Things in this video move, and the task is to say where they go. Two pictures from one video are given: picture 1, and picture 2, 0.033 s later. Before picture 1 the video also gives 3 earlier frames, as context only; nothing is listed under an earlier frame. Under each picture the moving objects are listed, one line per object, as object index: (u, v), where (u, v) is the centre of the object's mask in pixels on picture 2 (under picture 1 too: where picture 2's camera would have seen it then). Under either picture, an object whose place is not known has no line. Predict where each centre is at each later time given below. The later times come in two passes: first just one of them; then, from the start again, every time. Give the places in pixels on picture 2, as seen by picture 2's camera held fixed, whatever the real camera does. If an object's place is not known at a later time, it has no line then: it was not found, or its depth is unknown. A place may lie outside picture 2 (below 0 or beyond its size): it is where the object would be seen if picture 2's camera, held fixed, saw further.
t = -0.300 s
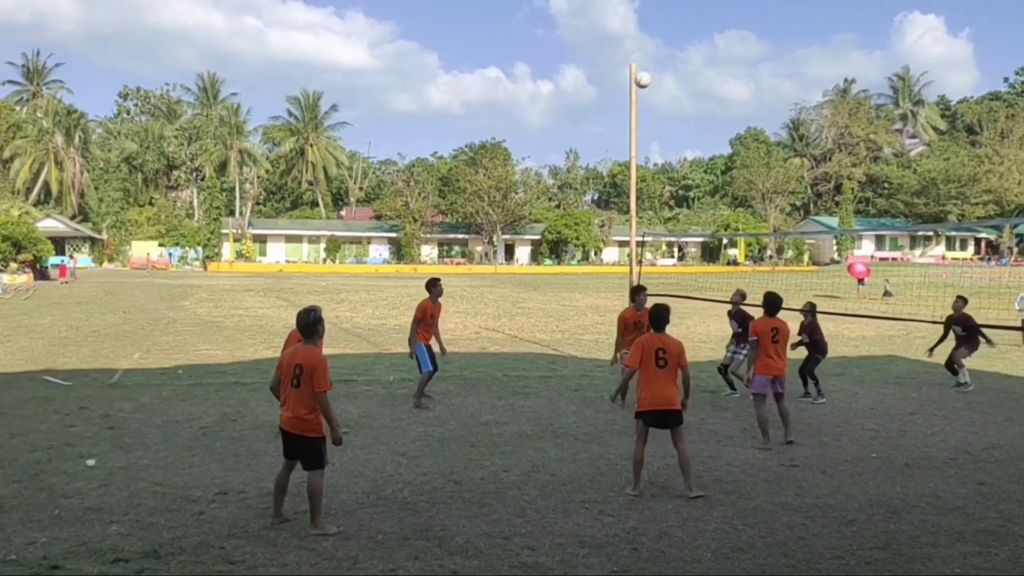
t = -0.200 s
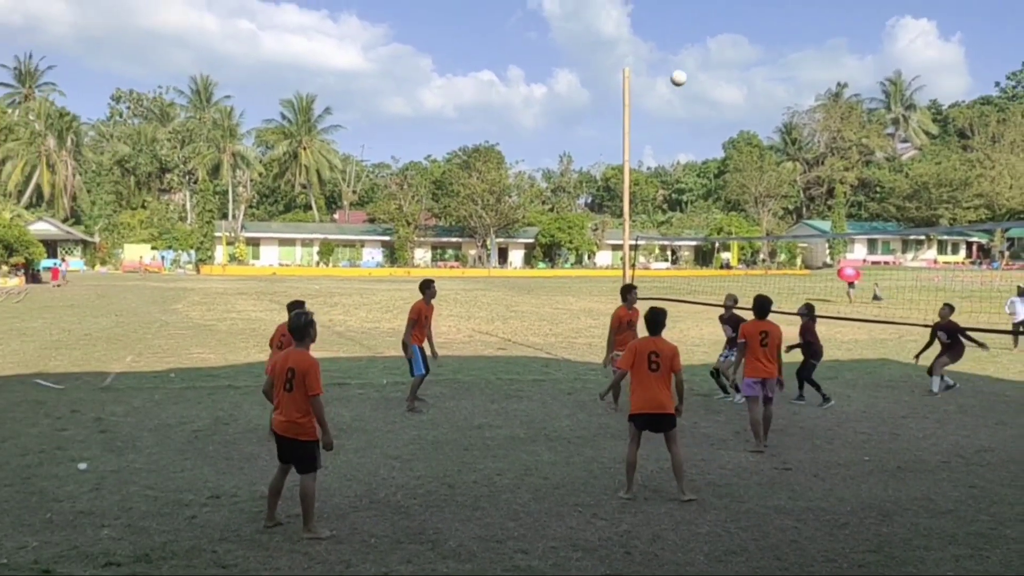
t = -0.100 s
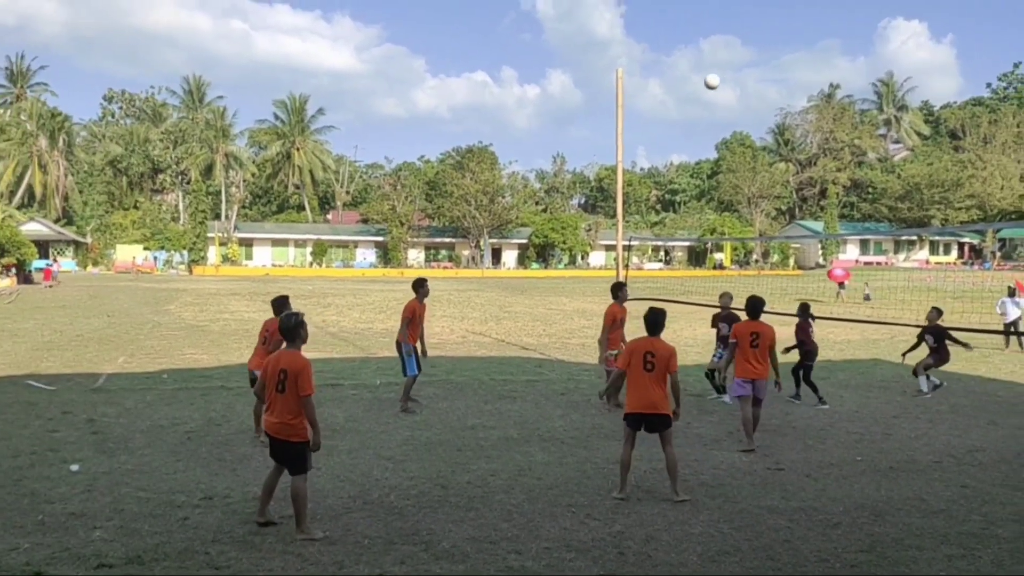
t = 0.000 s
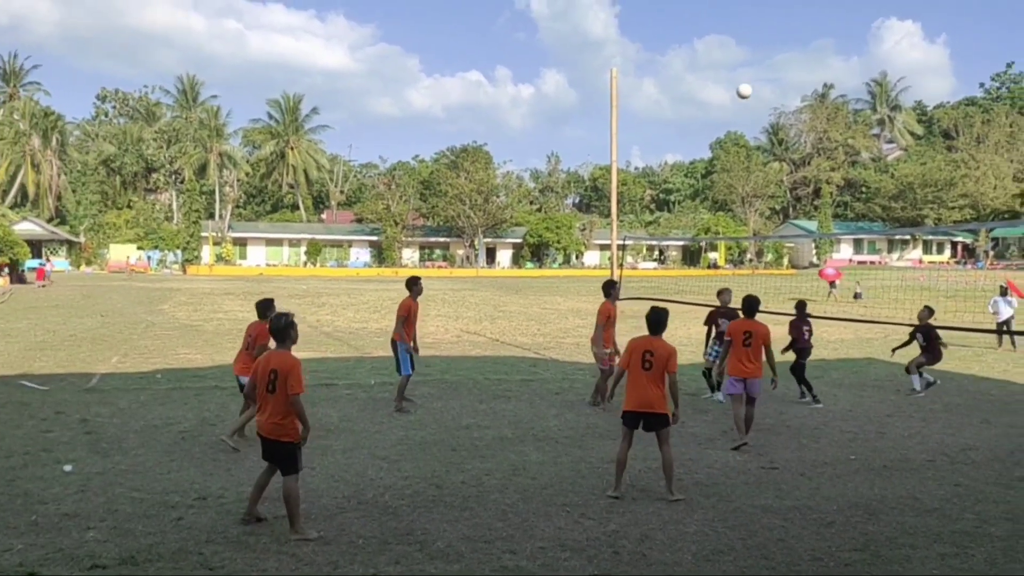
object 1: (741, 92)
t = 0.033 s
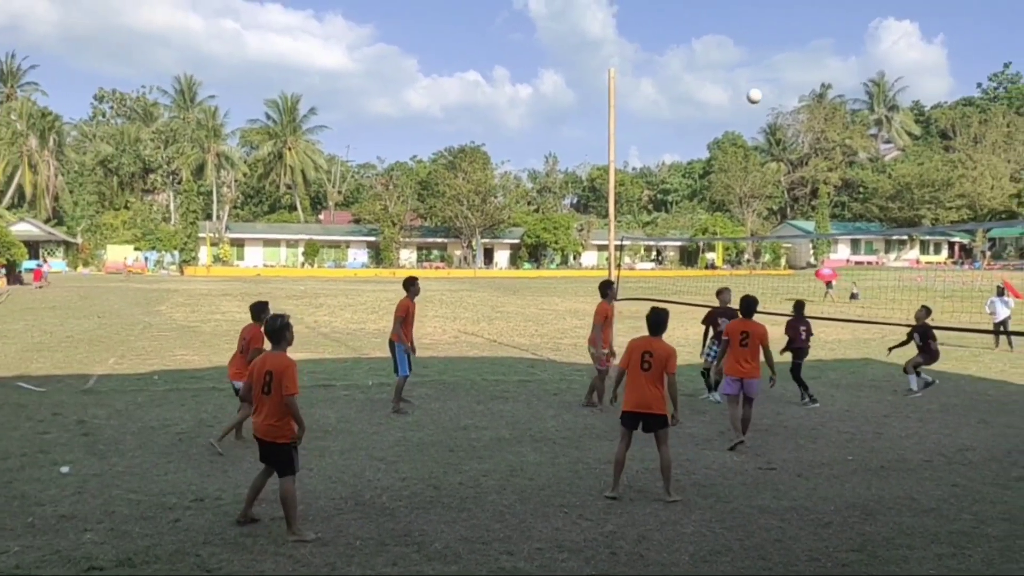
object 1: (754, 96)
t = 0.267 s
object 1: (835, 147)
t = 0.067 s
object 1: (766, 102)
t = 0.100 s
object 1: (778, 107)
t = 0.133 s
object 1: (790, 114)
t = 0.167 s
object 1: (801, 121)
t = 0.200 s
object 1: (813, 129)
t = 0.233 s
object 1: (824, 138)
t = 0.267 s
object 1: (835, 147)
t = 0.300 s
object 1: (845, 158)
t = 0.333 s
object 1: (856, 168)
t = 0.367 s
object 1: (866, 179)
